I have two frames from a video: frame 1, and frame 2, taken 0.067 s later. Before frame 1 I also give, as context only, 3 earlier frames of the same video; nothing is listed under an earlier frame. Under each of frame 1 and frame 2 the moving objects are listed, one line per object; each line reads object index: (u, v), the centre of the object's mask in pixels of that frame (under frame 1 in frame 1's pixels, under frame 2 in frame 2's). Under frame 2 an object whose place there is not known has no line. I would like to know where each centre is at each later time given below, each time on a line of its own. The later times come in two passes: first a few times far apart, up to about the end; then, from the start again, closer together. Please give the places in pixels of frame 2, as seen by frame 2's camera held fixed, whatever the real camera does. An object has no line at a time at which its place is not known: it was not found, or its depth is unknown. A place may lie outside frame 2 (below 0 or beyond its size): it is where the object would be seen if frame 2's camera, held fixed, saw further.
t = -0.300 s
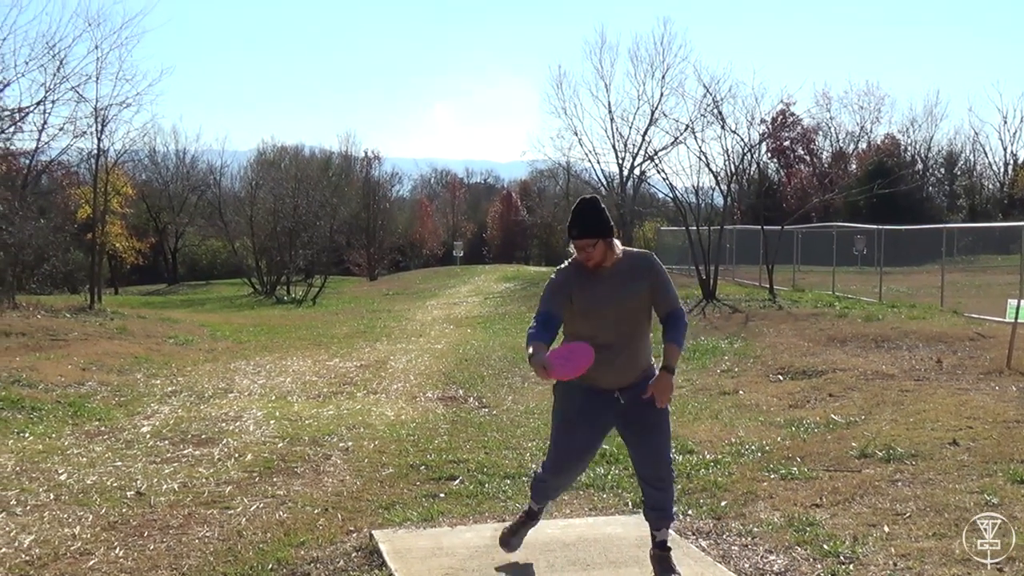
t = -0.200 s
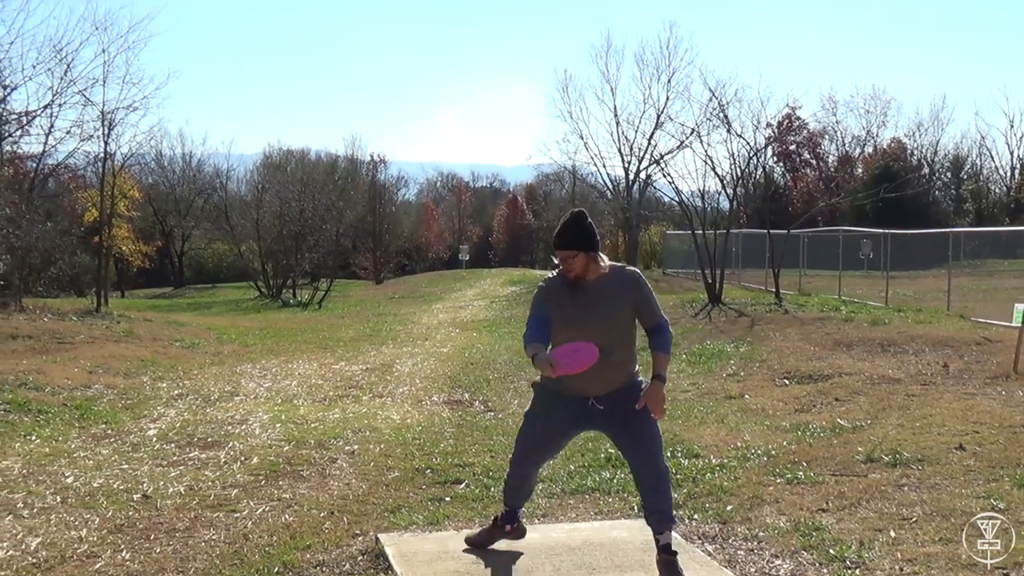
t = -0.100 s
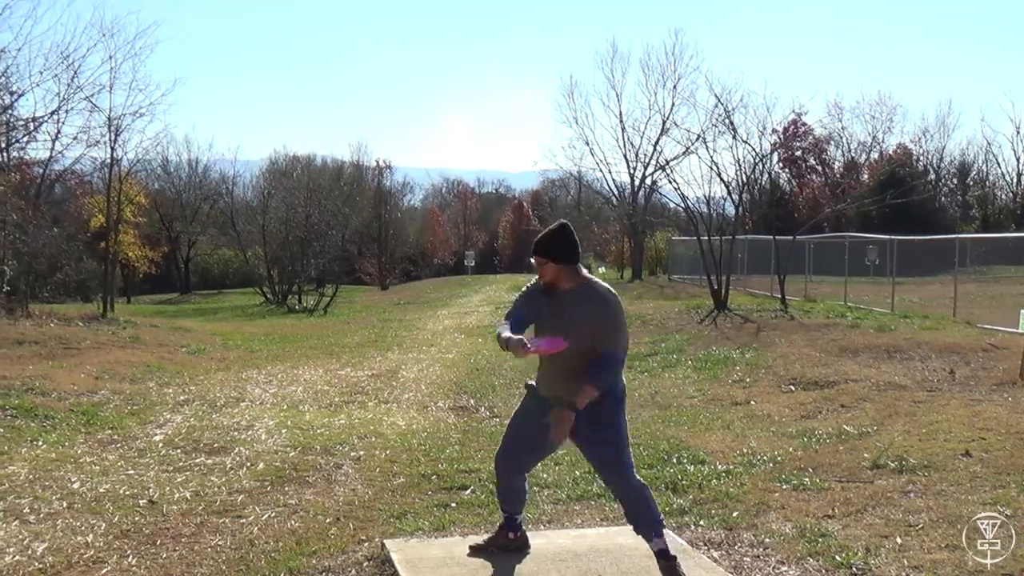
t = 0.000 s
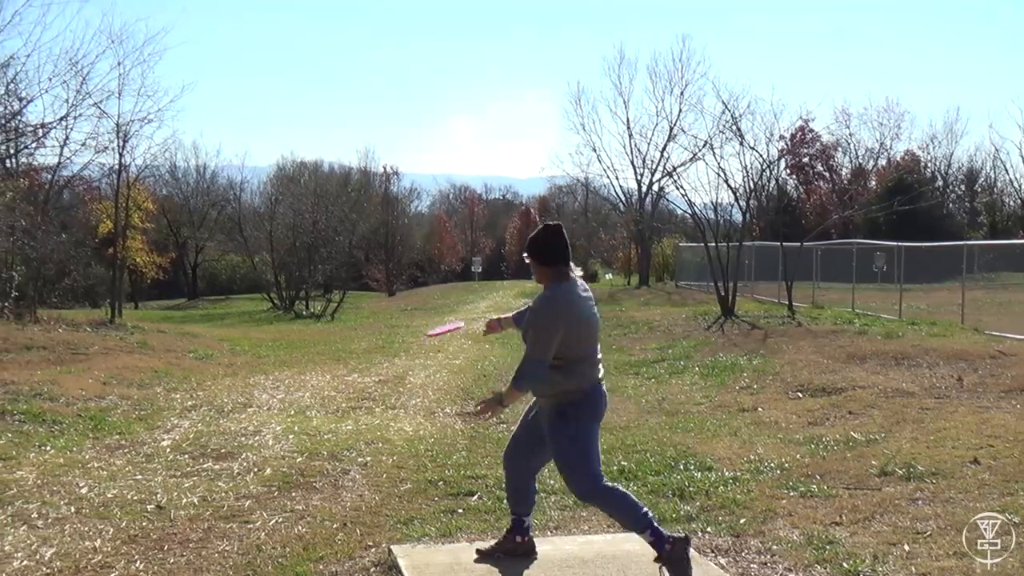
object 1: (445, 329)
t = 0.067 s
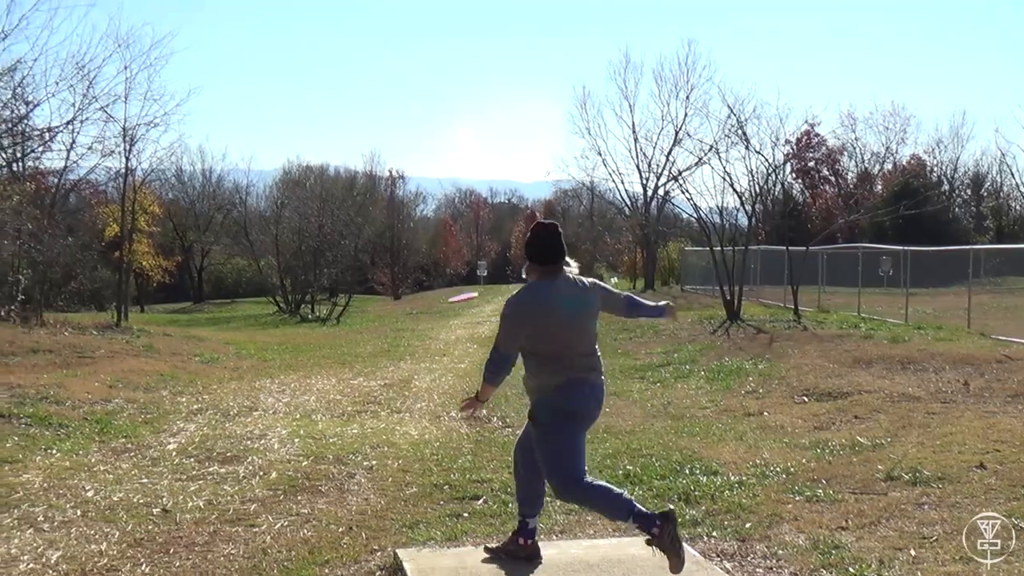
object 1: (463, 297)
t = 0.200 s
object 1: (473, 255)
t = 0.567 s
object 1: (477, 208)
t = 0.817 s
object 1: (477, 202)
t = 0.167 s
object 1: (471, 264)
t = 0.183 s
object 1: (471, 259)
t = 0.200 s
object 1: (473, 255)
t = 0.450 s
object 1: (476, 215)
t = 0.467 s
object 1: (476, 213)
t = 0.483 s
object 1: (477, 212)
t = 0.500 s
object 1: (476, 212)
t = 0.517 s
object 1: (476, 211)
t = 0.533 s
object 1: (476, 210)
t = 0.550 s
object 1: (477, 209)
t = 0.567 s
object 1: (477, 208)
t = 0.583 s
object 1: (477, 208)
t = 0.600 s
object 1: (477, 207)
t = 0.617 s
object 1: (477, 207)
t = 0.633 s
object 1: (477, 206)
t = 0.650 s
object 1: (477, 206)
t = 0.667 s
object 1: (477, 205)
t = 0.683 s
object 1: (477, 205)
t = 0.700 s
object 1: (476, 204)
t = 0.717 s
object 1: (476, 204)
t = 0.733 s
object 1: (477, 204)
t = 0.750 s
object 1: (477, 203)
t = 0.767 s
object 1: (477, 203)
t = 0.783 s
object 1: (477, 202)
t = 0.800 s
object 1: (477, 202)
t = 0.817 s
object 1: (477, 202)
